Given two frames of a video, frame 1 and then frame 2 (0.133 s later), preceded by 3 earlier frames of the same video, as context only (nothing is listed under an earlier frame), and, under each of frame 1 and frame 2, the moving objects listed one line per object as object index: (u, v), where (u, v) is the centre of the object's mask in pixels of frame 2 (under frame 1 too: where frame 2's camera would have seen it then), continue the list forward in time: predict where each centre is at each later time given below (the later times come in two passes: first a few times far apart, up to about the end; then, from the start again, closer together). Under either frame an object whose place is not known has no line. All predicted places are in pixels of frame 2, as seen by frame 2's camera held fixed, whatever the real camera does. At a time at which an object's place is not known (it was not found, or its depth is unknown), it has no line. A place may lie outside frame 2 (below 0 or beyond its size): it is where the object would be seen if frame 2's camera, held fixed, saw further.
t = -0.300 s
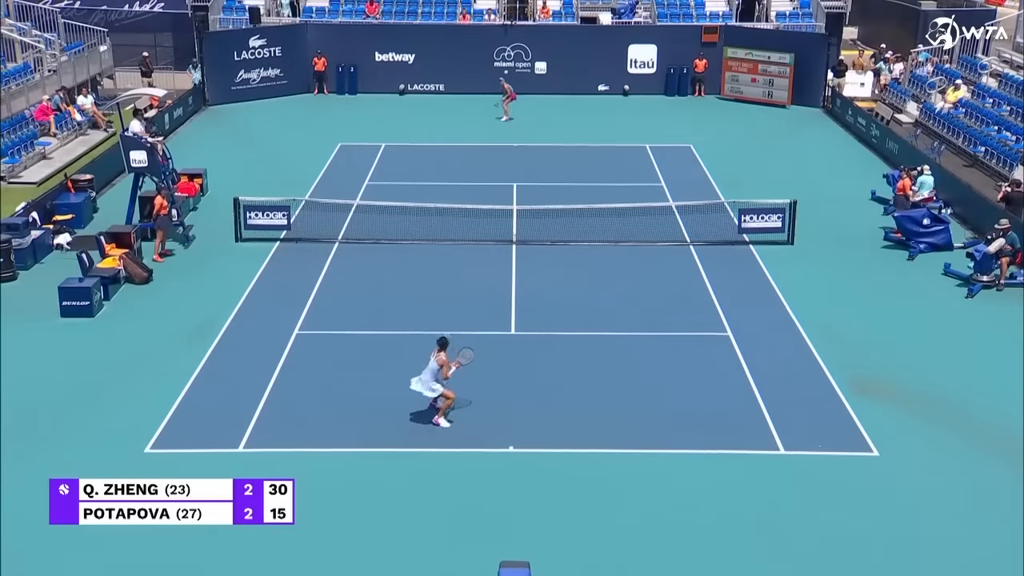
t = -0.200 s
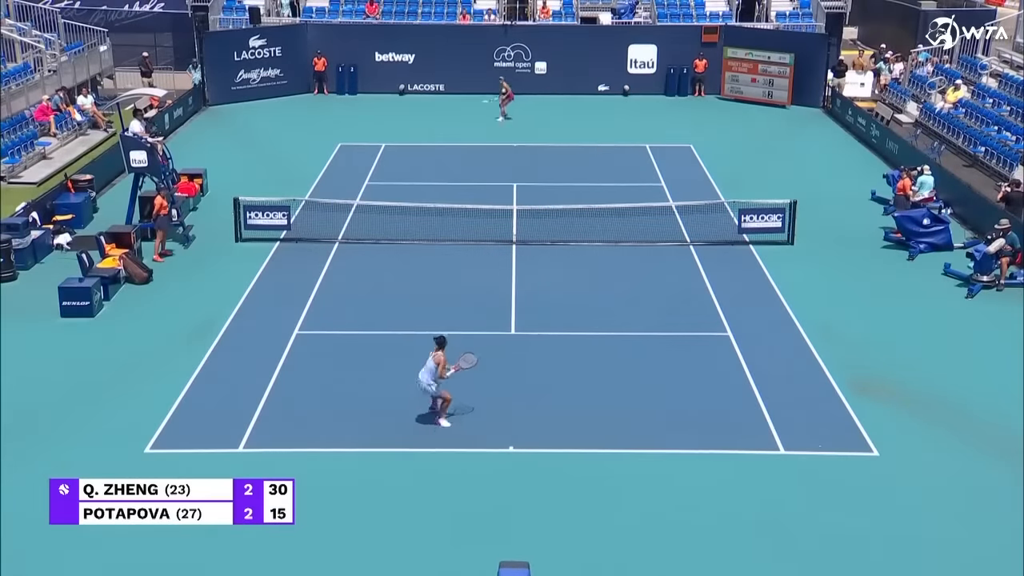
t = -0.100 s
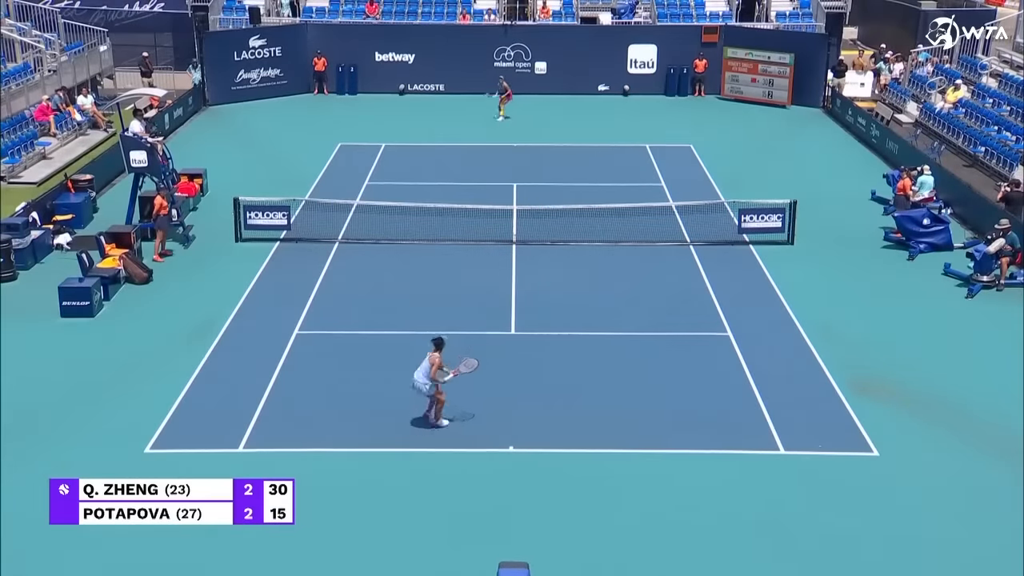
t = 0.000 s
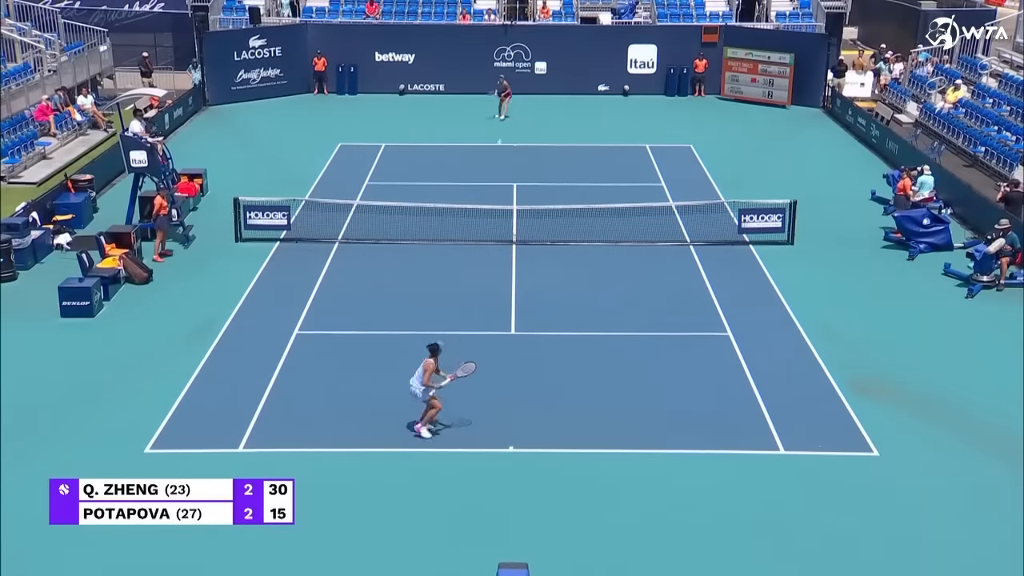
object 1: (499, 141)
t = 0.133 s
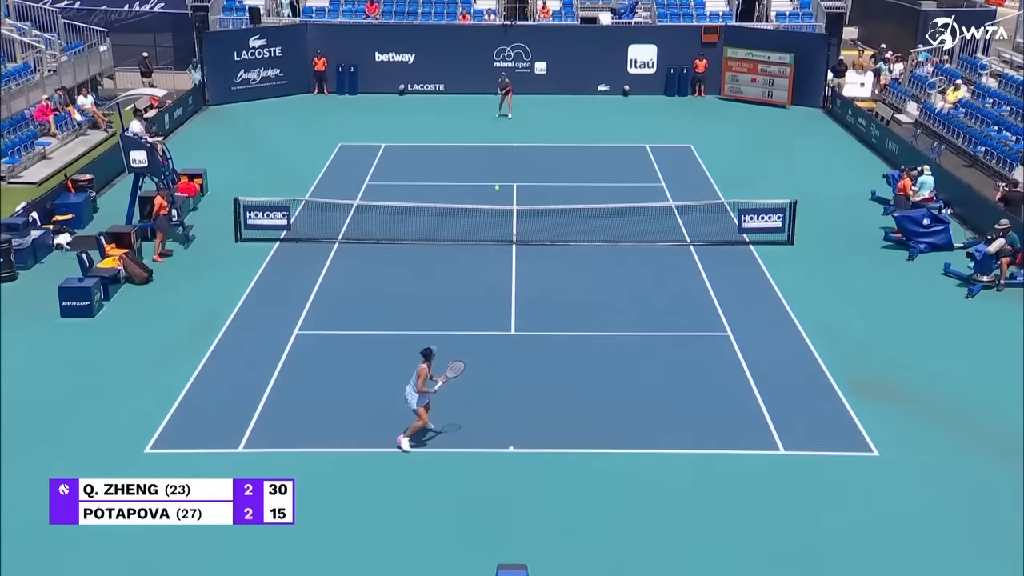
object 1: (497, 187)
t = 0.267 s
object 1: (495, 243)
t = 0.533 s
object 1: (493, 391)
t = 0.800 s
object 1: (495, 395)
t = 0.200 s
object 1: (496, 214)
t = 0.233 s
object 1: (496, 228)
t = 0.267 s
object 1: (495, 243)
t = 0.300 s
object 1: (495, 259)
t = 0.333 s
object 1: (495, 276)
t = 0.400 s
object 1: (494, 311)
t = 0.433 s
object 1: (494, 329)
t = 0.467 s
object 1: (493, 349)
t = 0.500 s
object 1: (493, 370)
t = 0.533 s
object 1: (493, 391)
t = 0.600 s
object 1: (493, 435)
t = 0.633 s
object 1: (493, 436)
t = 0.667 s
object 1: (494, 426)
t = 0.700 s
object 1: (494, 417)
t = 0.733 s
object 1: (494, 409)
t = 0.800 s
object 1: (495, 395)
